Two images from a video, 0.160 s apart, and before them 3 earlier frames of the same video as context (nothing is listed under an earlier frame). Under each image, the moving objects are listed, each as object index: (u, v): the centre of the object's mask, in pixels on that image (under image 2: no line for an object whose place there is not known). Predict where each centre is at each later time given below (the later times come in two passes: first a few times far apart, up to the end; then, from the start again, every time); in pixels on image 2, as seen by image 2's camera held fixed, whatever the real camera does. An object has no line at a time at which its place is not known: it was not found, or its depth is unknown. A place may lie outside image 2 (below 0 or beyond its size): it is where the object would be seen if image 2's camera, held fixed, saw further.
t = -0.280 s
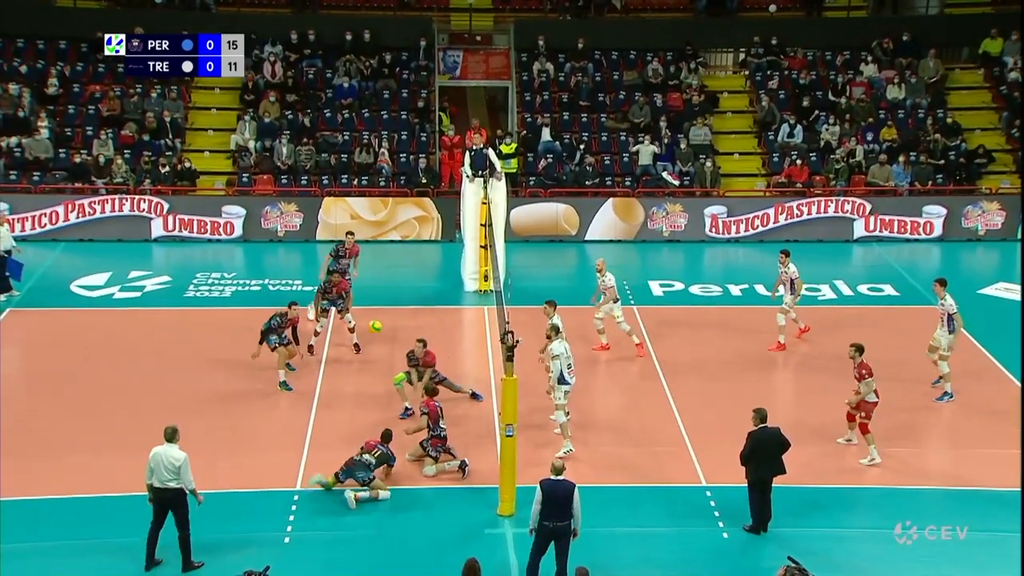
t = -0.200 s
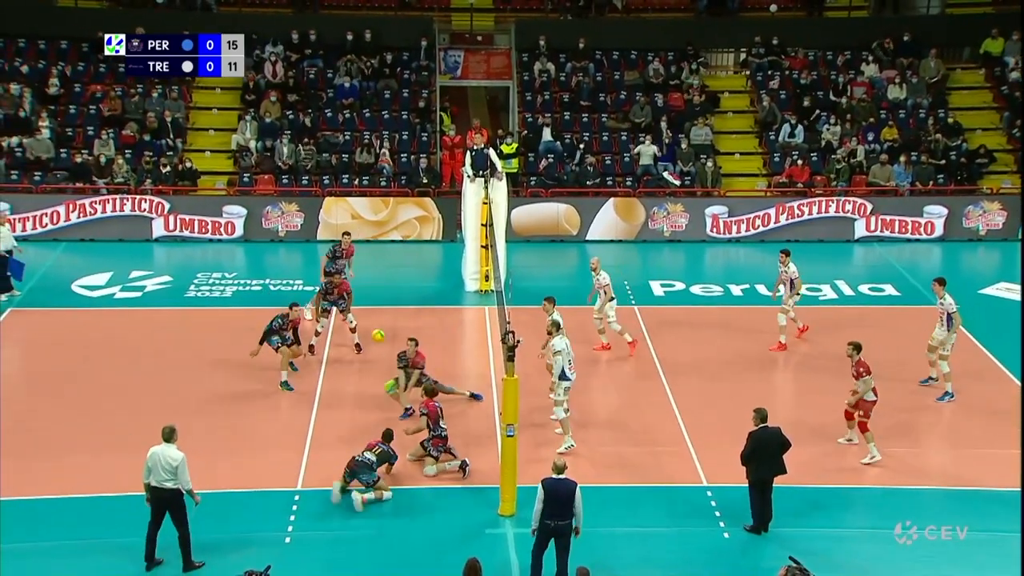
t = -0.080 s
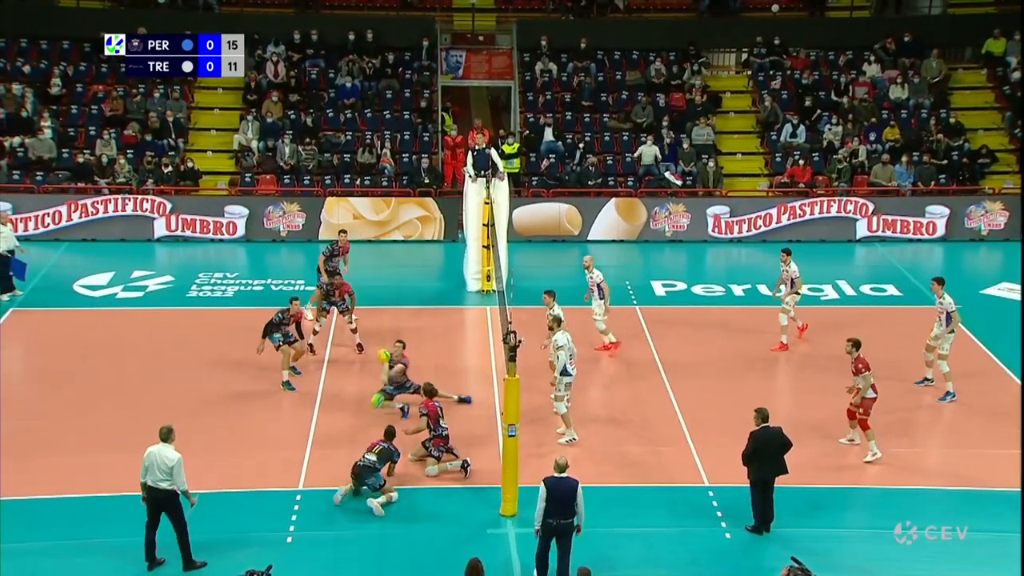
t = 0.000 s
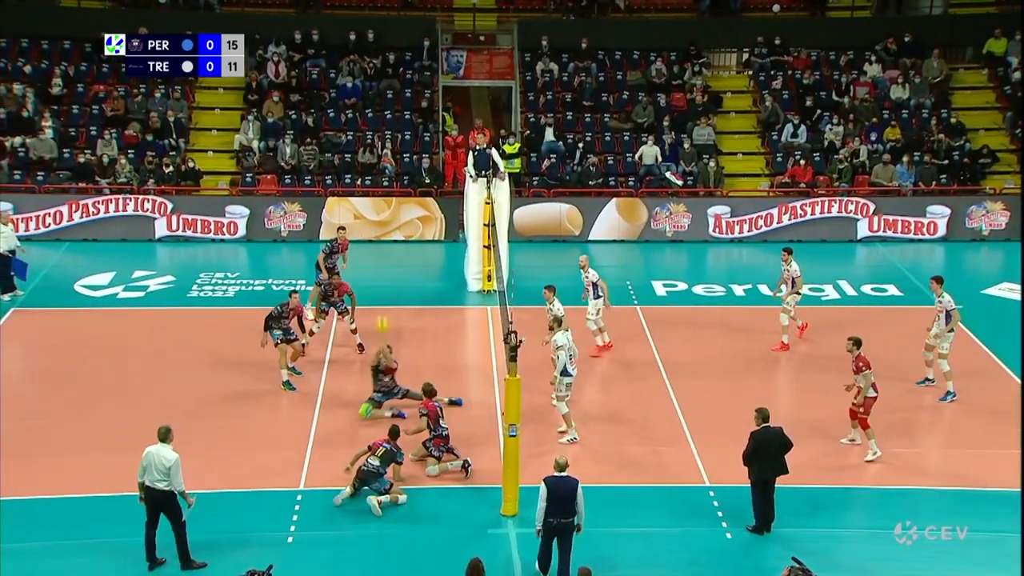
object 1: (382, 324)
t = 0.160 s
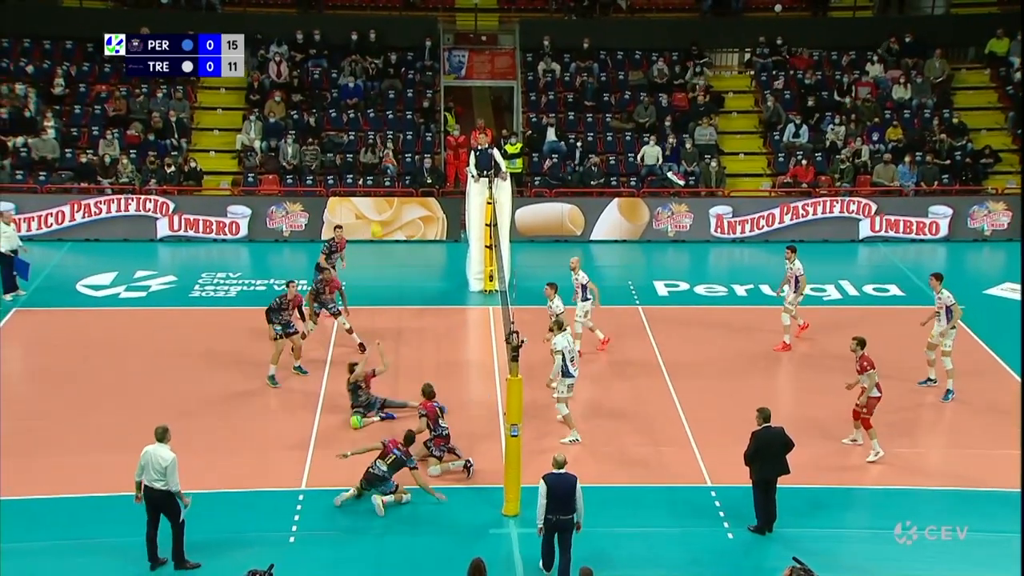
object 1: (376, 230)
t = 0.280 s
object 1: (369, 172)
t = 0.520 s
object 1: (359, 87)
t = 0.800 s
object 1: (351, 36)
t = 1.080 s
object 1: (346, 33)
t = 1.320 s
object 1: (342, 65)
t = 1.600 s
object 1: (340, 135)
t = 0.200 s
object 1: (373, 210)
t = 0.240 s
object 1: (371, 189)
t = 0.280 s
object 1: (369, 172)
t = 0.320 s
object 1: (367, 155)
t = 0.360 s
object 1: (366, 139)
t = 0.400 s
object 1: (364, 124)
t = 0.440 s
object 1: (363, 111)
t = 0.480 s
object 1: (361, 98)
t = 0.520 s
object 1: (359, 87)
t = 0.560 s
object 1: (358, 76)
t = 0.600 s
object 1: (356, 67)
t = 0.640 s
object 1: (355, 59)
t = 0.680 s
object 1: (354, 51)
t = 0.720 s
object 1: (353, 45)
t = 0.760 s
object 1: (352, 40)
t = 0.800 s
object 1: (351, 36)
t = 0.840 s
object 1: (350, 33)
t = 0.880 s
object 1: (349, 31)
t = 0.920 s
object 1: (348, 29)
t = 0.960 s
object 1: (347, 29)
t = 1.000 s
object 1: (347, 30)
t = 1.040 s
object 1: (346, 31)
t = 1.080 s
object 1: (346, 33)
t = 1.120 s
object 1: (345, 37)
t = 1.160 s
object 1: (344, 41)
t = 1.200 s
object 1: (344, 46)
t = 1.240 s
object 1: (343, 52)
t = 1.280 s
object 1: (343, 58)
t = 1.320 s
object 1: (342, 65)
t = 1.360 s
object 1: (342, 73)
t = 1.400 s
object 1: (341, 82)
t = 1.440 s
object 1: (341, 91)
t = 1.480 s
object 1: (341, 101)
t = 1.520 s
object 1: (341, 112)
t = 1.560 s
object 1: (340, 123)
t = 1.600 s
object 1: (340, 135)
